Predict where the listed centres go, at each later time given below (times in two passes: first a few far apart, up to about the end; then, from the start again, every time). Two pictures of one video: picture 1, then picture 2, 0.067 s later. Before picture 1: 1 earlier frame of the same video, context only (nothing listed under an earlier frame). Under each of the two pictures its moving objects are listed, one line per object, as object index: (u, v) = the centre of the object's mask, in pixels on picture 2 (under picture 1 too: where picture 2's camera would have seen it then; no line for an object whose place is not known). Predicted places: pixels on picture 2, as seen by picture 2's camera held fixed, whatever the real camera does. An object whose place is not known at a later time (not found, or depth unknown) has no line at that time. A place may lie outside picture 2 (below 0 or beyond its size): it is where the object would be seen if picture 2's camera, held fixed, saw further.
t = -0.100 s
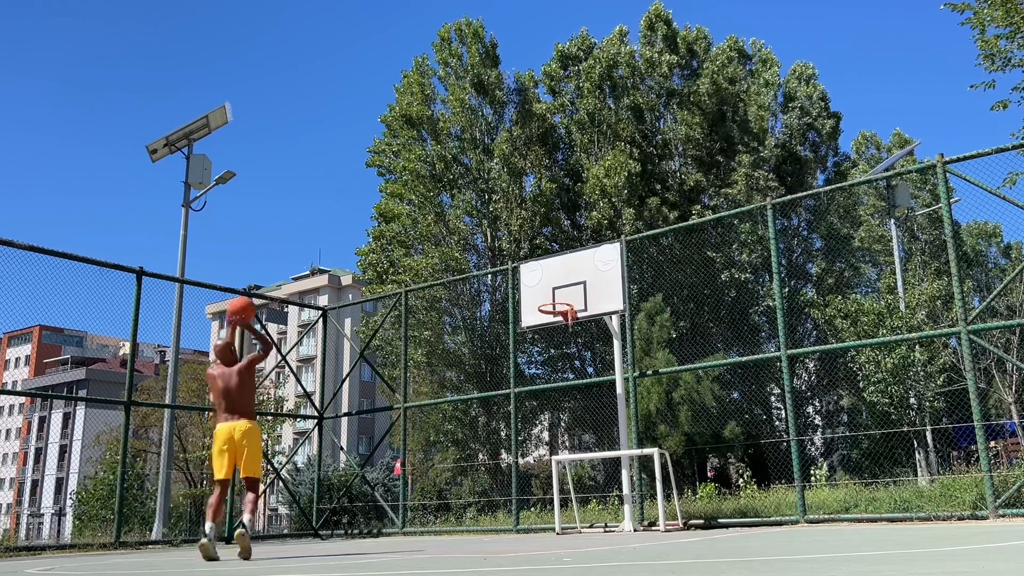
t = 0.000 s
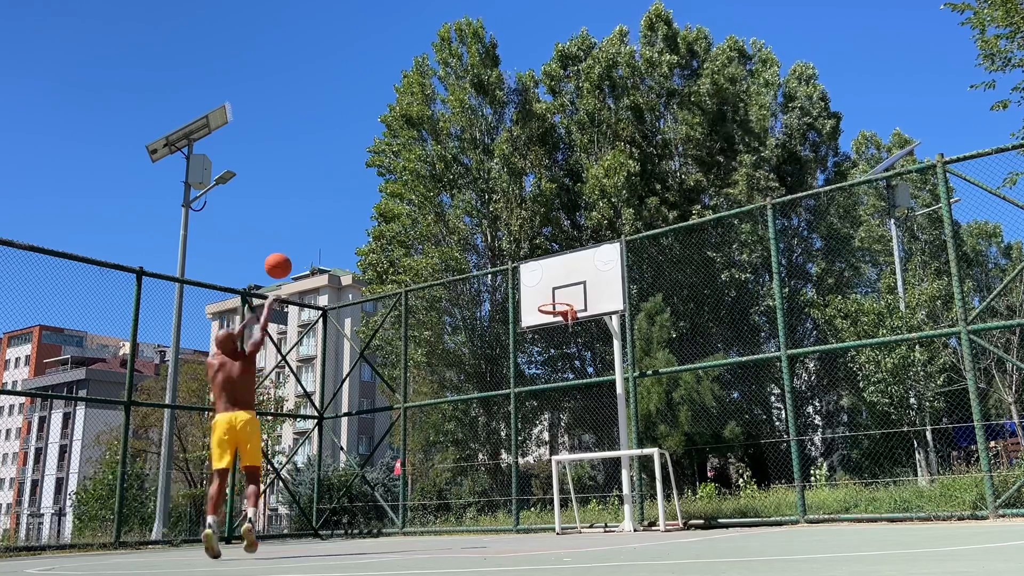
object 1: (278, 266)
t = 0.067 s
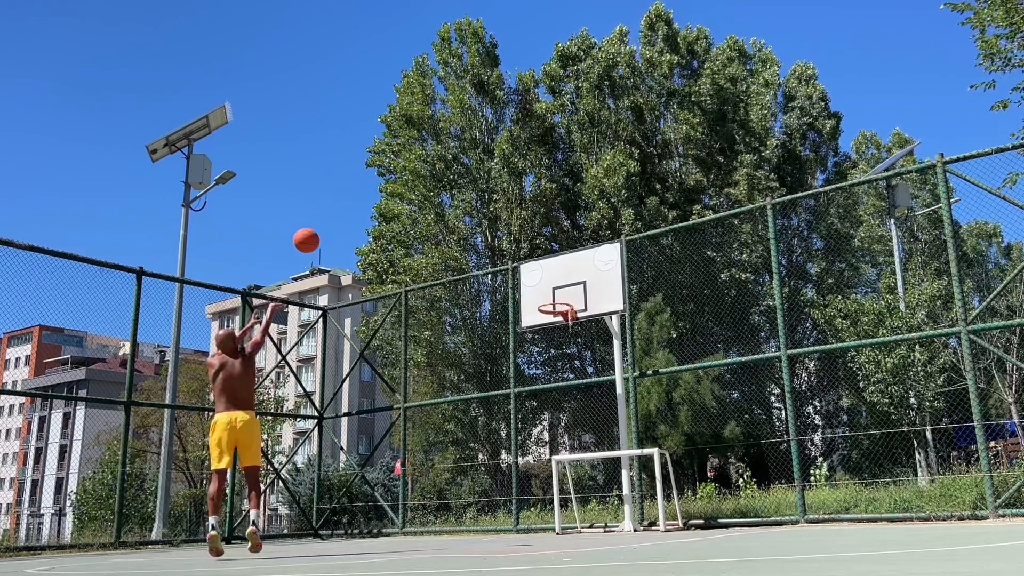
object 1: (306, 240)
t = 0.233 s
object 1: (367, 201)
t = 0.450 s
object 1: (432, 192)
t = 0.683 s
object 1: (490, 221)
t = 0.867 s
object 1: (529, 265)
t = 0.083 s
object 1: (313, 235)
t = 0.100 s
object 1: (320, 230)
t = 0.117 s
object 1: (326, 225)
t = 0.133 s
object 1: (332, 221)
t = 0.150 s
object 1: (338, 217)
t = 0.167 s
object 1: (344, 213)
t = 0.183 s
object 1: (350, 210)
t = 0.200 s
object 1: (356, 207)
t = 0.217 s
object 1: (362, 204)
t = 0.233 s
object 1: (367, 201)
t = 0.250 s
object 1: (373, 199)
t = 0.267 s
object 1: (378, 198)
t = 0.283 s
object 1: (383, 196)
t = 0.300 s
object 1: (389, 195)
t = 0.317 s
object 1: (394, 192)
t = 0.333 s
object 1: (399, 192)
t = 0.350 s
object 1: (404, 192)
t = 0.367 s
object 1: (409, 191)
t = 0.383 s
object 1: (412, 191)
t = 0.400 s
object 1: (419, 191)
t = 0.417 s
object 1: (424, 191)
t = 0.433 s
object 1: (428, 191)
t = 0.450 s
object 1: (432, 192)
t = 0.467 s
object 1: (437, 193)
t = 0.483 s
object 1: (440, 194)
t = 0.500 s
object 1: (445, 195)
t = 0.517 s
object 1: (450, 196)
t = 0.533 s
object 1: (454, 198)
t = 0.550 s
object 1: (459, 200)
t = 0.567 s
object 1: (462, 201)
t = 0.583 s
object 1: (465, 203)
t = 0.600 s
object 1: (470, 206)
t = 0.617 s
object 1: (475, 209)
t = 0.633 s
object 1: (478, 211)
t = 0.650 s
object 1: (481, 214)
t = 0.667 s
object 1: (486, 216)
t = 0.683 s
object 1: (490, 221)
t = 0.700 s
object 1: (493, 223)
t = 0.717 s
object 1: (497, 228)
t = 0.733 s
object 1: (502, 230)
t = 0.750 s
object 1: (504, 232)
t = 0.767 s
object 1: (508, 238)
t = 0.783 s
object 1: (511, 243)
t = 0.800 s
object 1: (515, 247)
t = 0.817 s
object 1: (519, 250)
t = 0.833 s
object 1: (522, 255)
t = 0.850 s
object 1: (525, 260)
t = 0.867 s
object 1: (529, 265)
